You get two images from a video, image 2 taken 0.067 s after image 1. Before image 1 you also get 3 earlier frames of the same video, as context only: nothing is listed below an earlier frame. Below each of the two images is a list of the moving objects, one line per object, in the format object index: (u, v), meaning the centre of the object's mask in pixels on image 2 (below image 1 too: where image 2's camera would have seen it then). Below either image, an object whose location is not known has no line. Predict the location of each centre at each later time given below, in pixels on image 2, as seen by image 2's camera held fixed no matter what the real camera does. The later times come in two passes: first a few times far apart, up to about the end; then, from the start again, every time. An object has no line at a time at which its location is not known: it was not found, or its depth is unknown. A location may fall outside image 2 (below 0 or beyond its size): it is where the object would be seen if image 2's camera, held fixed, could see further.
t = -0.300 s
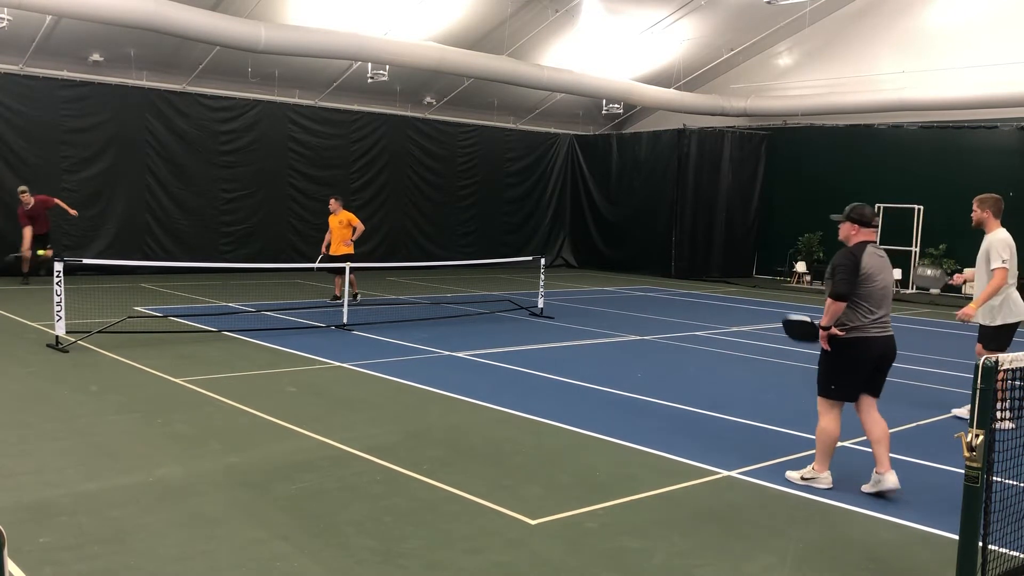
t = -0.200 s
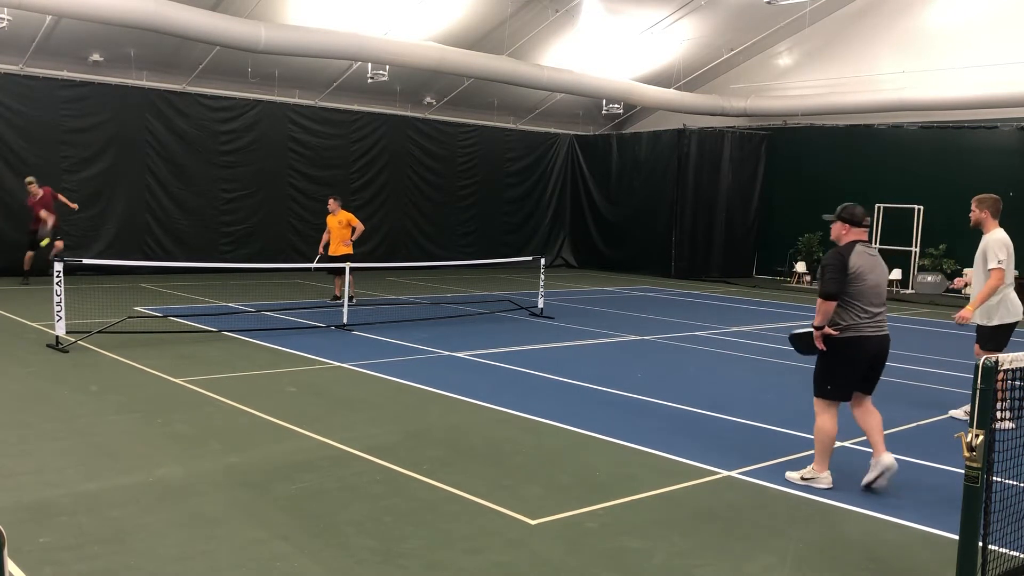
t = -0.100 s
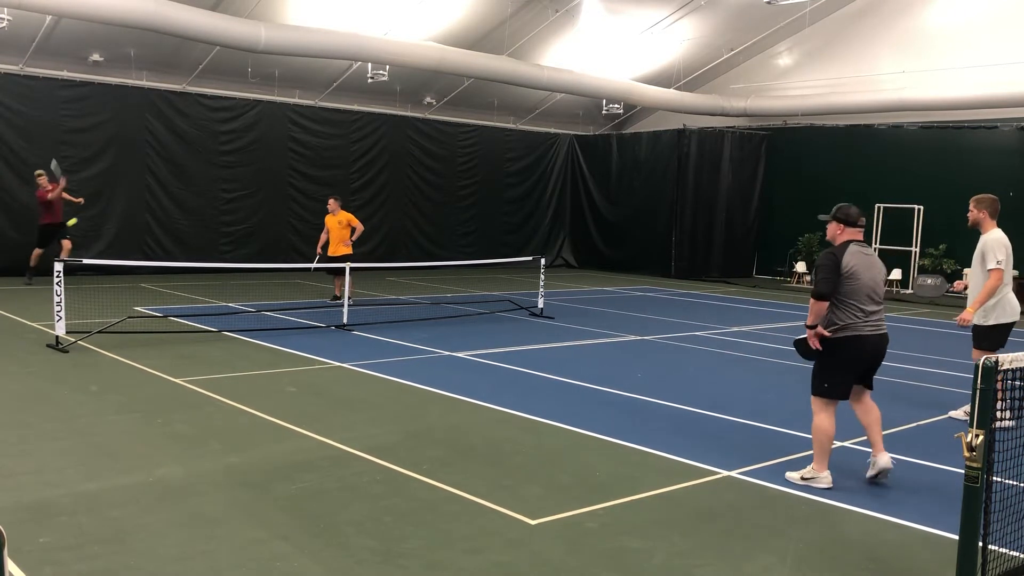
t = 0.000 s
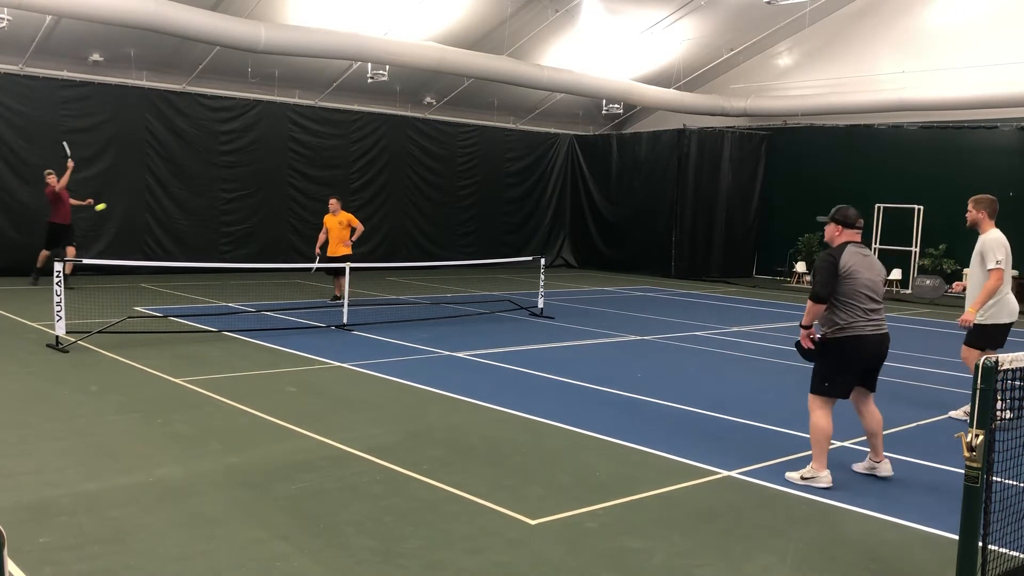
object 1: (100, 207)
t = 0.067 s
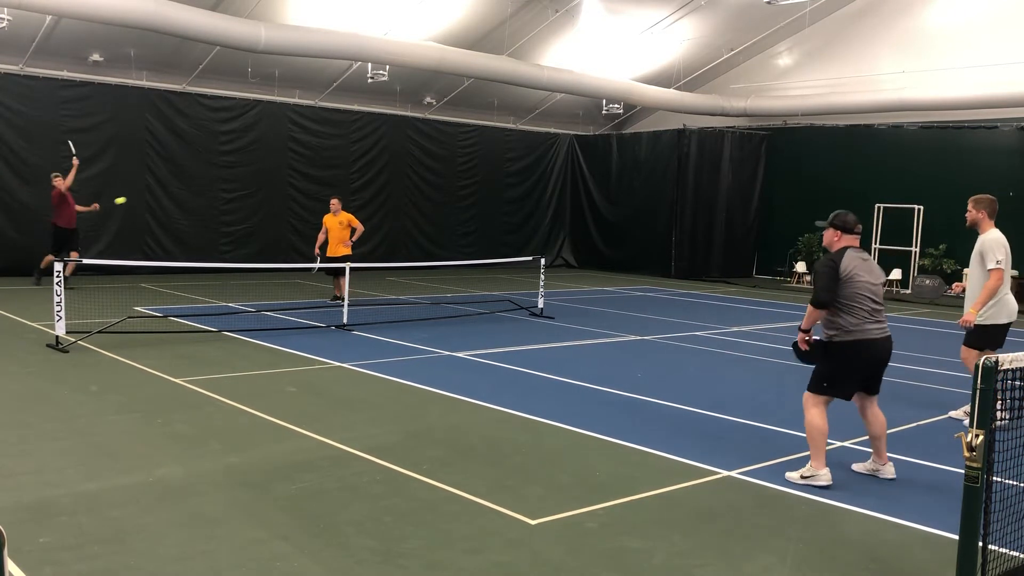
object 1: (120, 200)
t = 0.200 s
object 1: (162, 197)
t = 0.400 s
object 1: (233, 223)
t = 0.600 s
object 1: (316, 298)
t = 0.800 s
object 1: (410, 410)
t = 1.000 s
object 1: (484, 367)
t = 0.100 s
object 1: (130, 198)
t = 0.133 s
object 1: (141, 197)
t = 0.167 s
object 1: (151, 197)
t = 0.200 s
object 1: (162, 197)
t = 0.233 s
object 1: (173, 198)
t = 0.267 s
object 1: (184, 201)
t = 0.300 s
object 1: (196, 205)
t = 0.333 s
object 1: (208, 209)
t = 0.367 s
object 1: (220, 215)
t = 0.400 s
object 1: (233, 223)
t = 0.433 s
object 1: (246, 231)
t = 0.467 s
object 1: (259, 241)
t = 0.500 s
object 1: (273, 253)
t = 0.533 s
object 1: (287, 266)
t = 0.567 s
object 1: (301, 281)
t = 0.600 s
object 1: (316, 298)
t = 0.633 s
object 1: (332, 317)
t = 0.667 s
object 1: (347, 339)
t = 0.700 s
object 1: (363, 360)
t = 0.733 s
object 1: (381, 388)
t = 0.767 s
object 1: (397, 414)
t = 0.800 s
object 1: (410, 410)
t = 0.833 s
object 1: (422, 399)
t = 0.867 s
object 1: (434, 389)
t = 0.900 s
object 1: (446, 382)
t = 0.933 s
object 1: (459, 375)
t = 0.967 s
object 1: (472, 370)
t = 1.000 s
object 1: (484, 367)
